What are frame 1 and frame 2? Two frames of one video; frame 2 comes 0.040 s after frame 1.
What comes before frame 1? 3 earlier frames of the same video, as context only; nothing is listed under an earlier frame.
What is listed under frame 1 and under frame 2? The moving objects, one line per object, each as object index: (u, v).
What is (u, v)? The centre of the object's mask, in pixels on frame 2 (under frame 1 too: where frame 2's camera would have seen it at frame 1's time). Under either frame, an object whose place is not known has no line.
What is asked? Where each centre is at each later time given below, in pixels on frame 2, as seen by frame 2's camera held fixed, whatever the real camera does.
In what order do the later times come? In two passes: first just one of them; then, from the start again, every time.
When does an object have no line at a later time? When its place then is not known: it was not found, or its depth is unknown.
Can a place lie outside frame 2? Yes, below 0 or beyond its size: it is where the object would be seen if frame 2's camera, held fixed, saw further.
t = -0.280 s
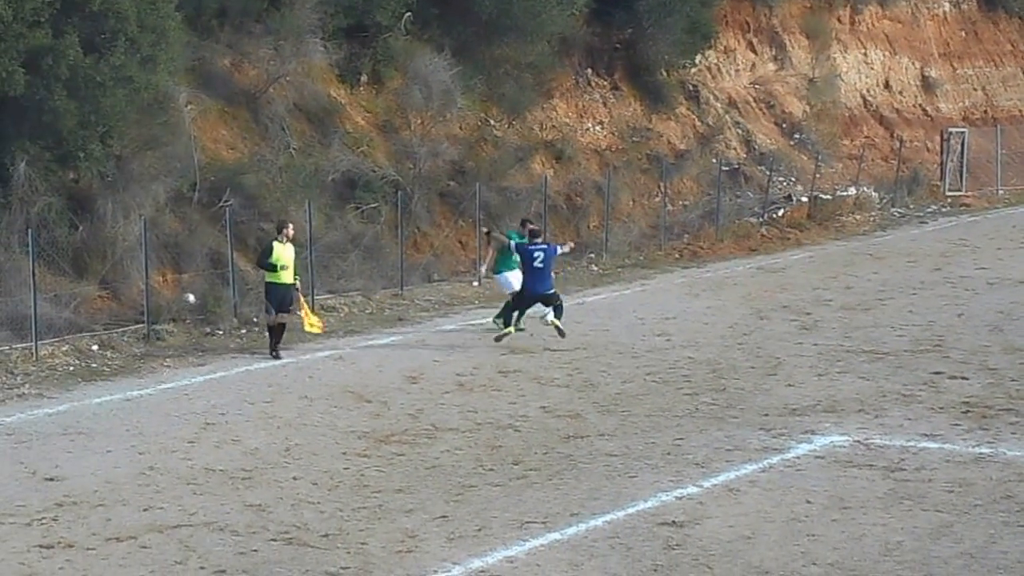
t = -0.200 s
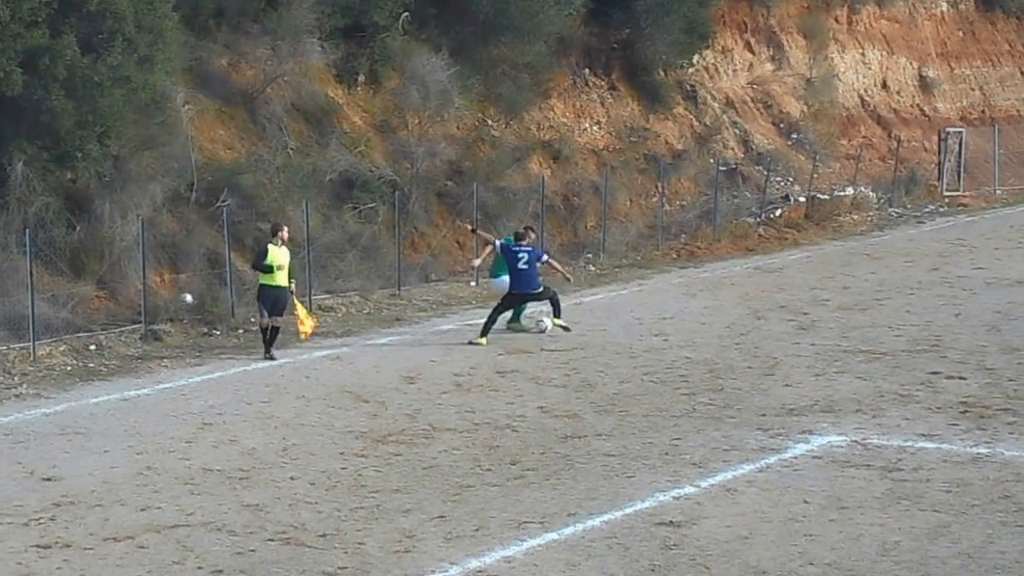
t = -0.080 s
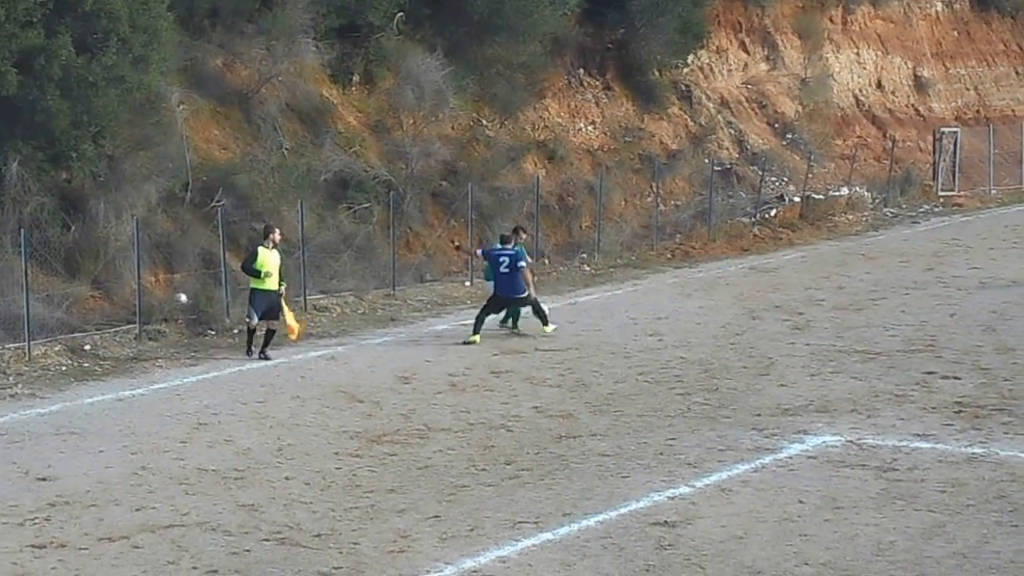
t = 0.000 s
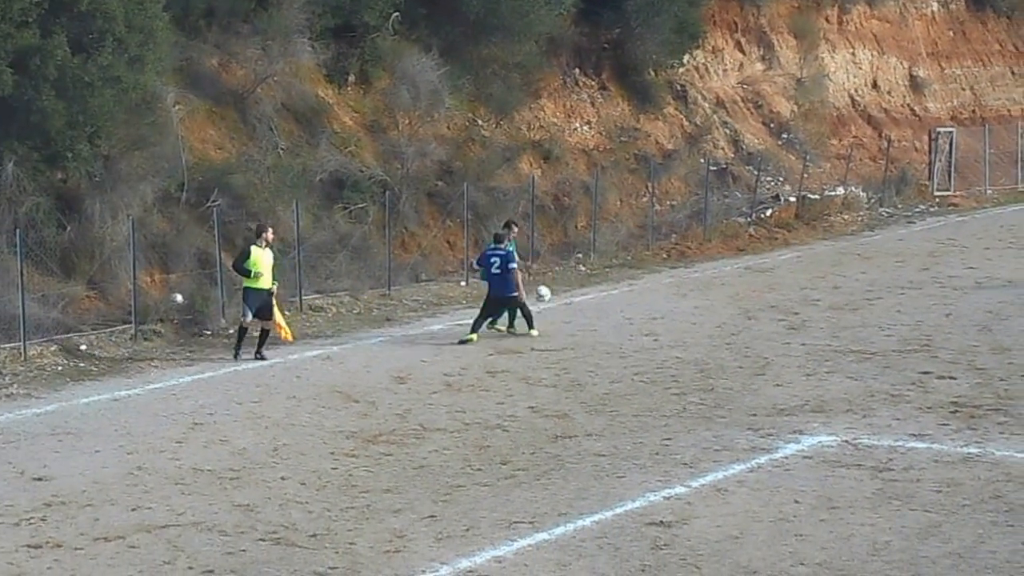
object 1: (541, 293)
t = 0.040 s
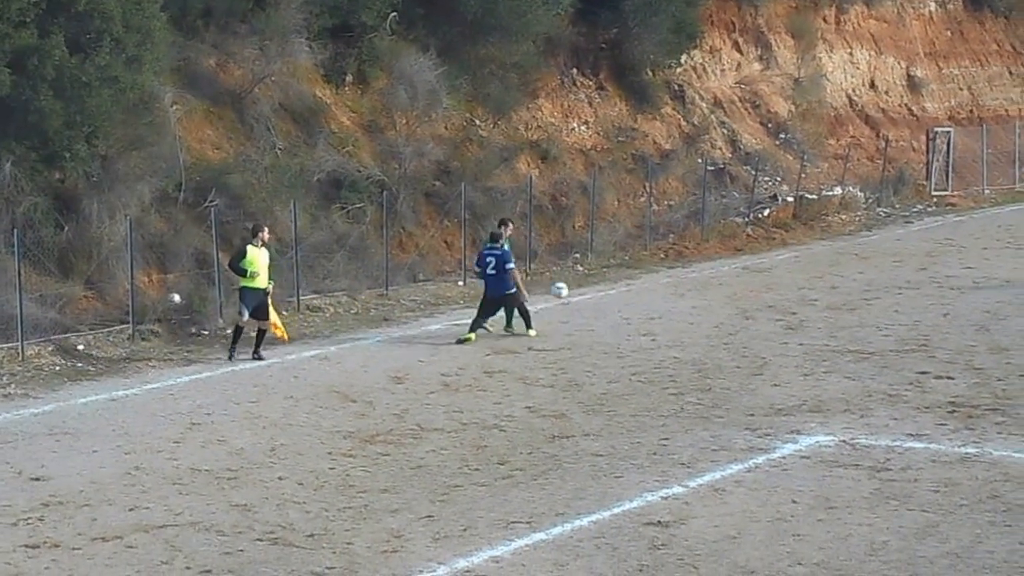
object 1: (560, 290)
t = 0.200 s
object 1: (640, 288)
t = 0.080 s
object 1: (580, 288)
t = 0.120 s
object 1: (600, 286)
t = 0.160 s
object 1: (619, 287)
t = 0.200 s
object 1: (640, 288)
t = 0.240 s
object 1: (660, 290)
